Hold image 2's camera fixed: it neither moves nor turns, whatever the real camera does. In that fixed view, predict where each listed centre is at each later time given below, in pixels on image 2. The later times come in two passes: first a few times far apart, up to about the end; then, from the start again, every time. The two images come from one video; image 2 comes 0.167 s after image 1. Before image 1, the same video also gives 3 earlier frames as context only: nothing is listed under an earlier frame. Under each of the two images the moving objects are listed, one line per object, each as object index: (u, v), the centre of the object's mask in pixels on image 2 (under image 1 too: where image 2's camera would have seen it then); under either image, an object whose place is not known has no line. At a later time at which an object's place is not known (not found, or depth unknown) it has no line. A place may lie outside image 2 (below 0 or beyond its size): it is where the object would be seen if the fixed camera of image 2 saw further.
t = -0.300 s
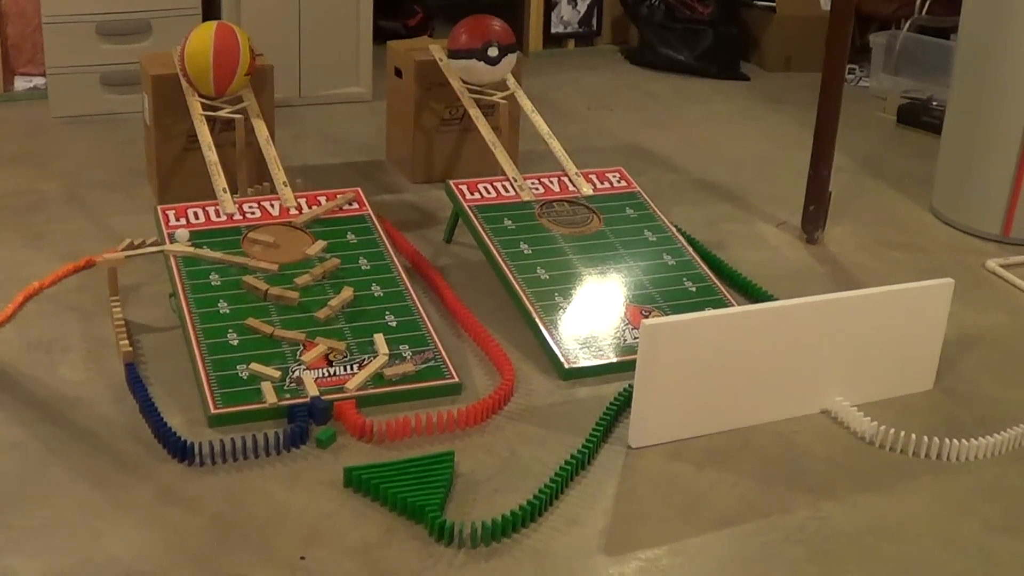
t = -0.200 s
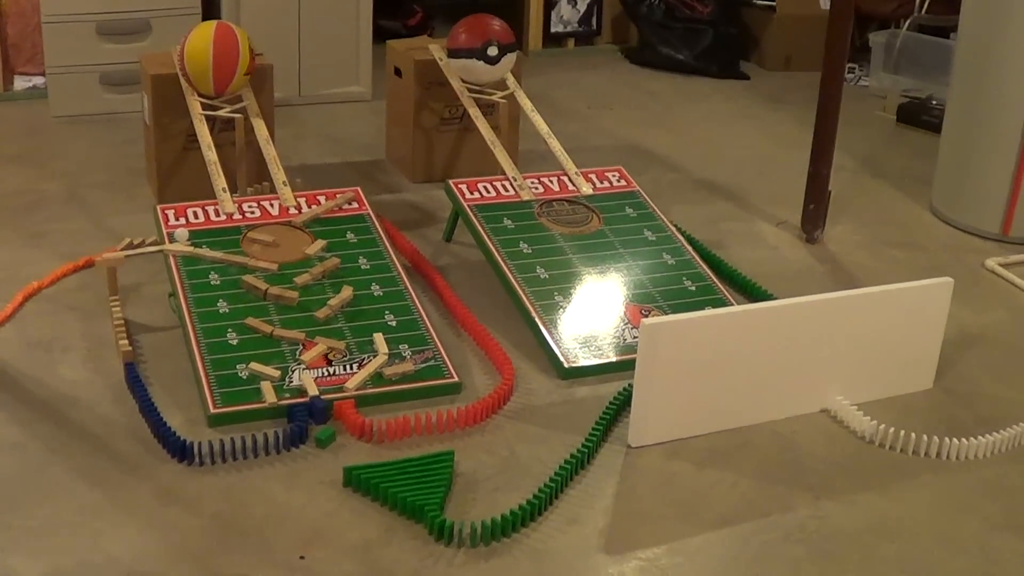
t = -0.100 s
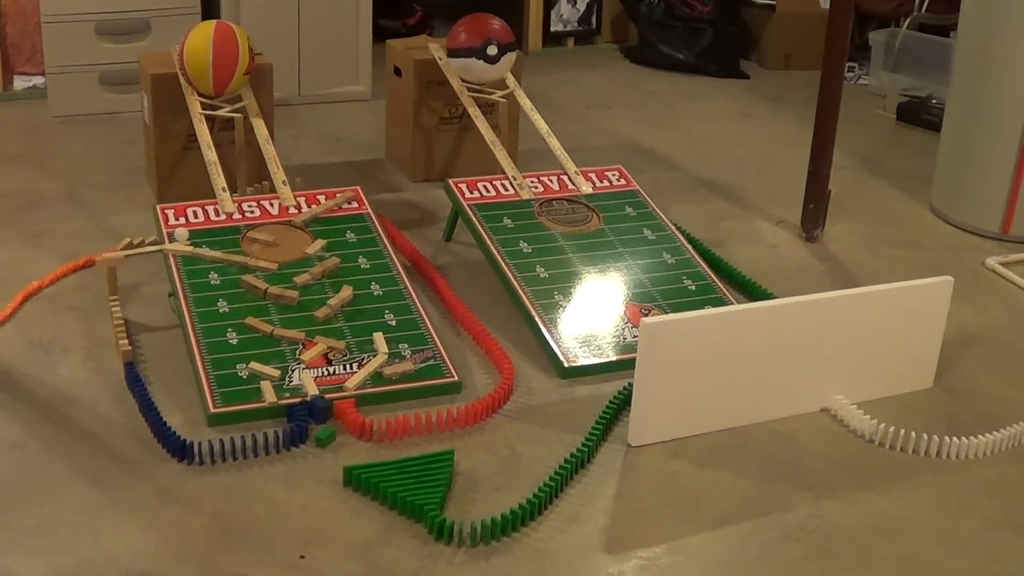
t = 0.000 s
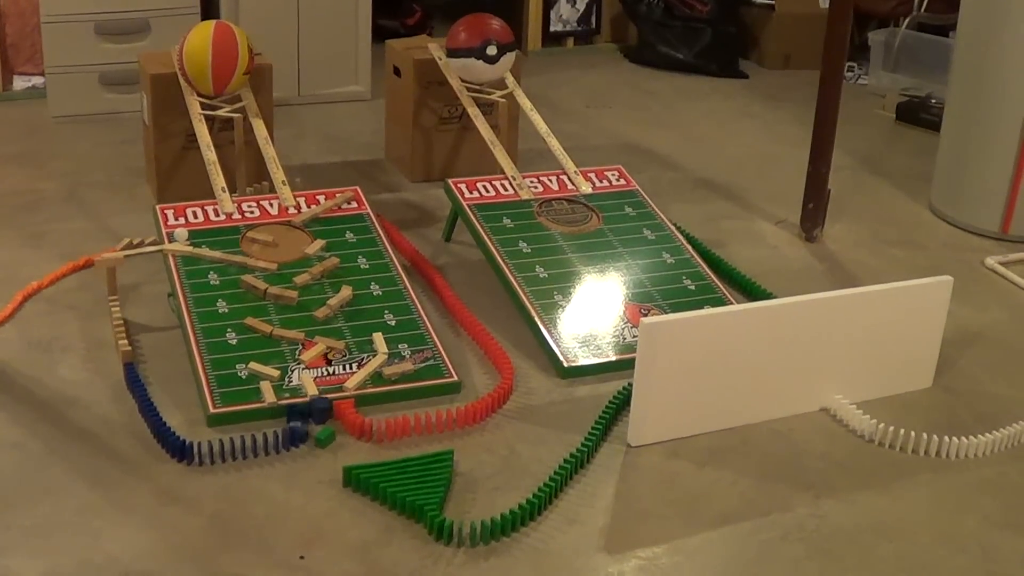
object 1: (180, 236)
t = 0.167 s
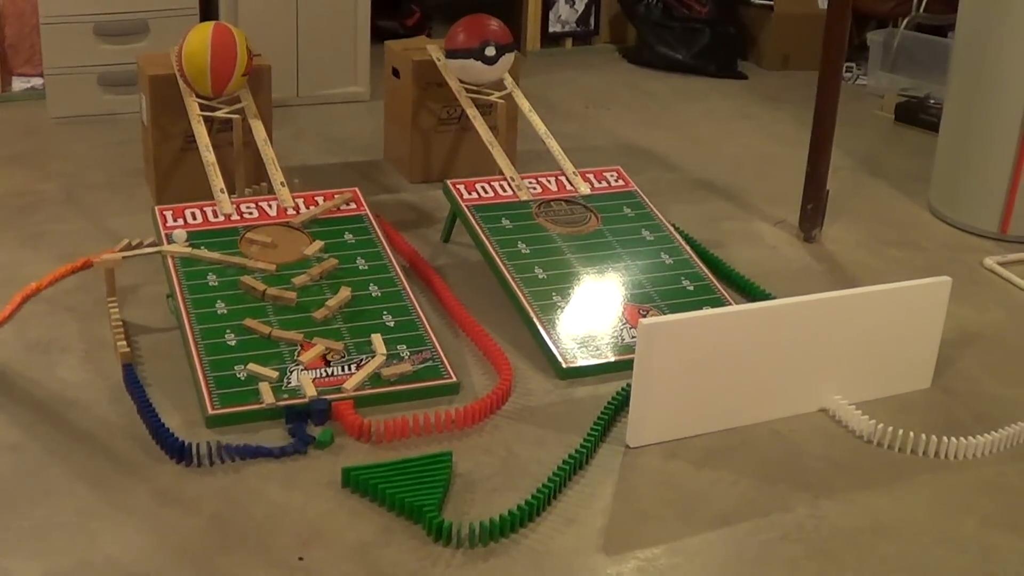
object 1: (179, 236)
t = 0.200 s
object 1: (180, 236)
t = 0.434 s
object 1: (180, 236)
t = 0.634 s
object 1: (180, 236)
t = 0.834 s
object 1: (179, 236)
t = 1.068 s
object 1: (180, 236)
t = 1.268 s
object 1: (177, 231)
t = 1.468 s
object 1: (174, 234)
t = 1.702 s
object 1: (178, 240)
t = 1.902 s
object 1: (187, 241)
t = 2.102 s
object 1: (201, 244)
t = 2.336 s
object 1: (226, 248)
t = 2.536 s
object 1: (253, 253)
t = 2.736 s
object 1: (285, 261)
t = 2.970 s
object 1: (314, 260)
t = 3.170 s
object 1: (317, 259)
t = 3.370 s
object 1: (314, 261)
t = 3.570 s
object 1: (306, 265)
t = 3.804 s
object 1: (292, 271)
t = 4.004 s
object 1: (277, 281)
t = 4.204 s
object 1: (271, 283)
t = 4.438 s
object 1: (278, 285)
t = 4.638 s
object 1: (290, 287)
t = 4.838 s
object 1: (311, 296)
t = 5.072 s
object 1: (317, 301)
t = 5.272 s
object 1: (307, 309)
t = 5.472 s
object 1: (296, 322)
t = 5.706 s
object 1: (306, 327)
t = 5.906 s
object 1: (322, 331)
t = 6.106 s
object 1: (344, 336)
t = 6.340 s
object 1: (368, 351)
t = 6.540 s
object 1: (354, 364)
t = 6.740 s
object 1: (336, 380)
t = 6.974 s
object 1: (325, 390)
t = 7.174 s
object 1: (333, 393)
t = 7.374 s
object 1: (338, 405)
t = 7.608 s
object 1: (339, 409)
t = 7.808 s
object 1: (339, 409)
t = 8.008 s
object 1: (338, 409)
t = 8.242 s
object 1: (339, 409)
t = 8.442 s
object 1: (339, 409)
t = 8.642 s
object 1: (339, 409)
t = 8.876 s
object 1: (339, 409)
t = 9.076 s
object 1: (339, 409)
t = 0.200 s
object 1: (180, 236)
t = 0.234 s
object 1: (179, 236)
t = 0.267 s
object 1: (179, 236)
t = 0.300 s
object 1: (179, 236)
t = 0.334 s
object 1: (179, 236)
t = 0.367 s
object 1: (180, 236)
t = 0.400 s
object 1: (180, 236)
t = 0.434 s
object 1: (180, 236)
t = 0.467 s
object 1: (180, 236)
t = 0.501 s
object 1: (179, 236)
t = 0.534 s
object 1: (180, 236)
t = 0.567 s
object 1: (180, 236)
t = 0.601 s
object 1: (180, 236)
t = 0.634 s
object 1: (180, 236)
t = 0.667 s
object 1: (180, 236)
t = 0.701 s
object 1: (179, 236)
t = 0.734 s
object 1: (179, 236)
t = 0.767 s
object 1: (180, 236)
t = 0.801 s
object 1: (180, 236)
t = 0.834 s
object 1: (179, 236)
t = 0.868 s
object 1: (180, 236)
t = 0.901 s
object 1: (180, 236)
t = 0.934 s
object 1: (180, 236)
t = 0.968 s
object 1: (180, 236)
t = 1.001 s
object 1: (180, 236)
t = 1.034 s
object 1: (180, 236)
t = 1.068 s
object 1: (180, 236)
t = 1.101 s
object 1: (180, 236)
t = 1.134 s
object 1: (180, 235)
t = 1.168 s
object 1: (179, 234)
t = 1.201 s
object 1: (178, 233)
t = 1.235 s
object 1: (177, 232)
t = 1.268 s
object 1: (177, 231)
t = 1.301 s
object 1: (176, 232)
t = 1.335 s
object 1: (175, 232)
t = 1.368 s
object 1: (175, 232)
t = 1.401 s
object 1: (175, 232)
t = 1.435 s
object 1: (174, 233)
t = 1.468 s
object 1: (174, 234)
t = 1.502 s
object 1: (174, 235)
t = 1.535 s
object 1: (174, 237)
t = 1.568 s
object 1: (174, 238)
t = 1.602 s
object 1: (175, 239)
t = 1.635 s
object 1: (176, 239)
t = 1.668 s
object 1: (176, 239)
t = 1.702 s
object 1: (178, 240)
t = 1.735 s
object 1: (179, 240)
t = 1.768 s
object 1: (180, 240)
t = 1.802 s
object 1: (182, 241)
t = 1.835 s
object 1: (183, 241)
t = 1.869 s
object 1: (185, 241)
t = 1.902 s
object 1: (187, 241)
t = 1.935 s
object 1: (189, 242)
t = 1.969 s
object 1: (191, 242)
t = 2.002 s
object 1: (193, 242)
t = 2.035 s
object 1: (196, 243)
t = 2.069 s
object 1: (198, 243)
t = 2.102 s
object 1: (201, 244)
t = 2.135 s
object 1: (204, 244)
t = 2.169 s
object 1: (207, 245)
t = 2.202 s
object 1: (211, 246)
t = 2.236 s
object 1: (214, 247)
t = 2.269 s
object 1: (218, 247)
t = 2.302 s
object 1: (222, 248)
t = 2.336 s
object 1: (226, 248)
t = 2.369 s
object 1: (230, 249)
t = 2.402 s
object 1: (235, 250)
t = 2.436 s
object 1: (239, 251)
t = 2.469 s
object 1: (244, 252)
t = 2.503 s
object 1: (248, 252)
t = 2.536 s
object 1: (253, 253)
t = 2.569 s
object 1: (258, 255)
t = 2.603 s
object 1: (263, 255)
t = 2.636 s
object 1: (268, 257)
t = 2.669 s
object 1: (274, 258)
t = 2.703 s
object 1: (280, 259)
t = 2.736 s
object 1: (285, 261)
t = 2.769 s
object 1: (291, 263)
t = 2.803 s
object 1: (297, 264)
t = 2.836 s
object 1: (303, 266)
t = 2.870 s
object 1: (307, 264)
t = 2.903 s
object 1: (309, 263)
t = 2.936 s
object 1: (312, 262)
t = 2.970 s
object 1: (314, 260)
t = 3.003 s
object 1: (315, 260)
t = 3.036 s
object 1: (315, 259)
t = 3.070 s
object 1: (316, 259)
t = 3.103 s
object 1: (317, 259)
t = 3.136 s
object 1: (317, 259)
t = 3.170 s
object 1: (317, 259)
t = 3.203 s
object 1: (317, 259)
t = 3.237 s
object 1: (317, 259)
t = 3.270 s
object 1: (316, 259)
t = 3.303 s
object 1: (316, 260)
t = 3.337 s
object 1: (315, 260)
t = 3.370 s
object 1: (314, 261)
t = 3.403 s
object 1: (313, 262)
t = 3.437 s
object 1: (311, 263)
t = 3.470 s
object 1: (310, 264)
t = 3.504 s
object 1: (309, 264)
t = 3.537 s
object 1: (307, 265)
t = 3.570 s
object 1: (306, 265)
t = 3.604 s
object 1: (304, 266)
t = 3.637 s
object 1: (303, 267)
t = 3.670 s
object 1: (300, 268)
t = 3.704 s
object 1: (299, 269)
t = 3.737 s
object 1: (296, 270)
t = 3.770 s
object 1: (294, 270)
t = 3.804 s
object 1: (292, 271)
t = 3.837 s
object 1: (289, 273)
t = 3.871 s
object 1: (287, 274)
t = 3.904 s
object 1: (284, 276)
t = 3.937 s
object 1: (282, 277)
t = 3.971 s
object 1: (279, 279)
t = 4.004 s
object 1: (277, 281)
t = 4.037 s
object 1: (275, 282)
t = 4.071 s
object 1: (273, 283)
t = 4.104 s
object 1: (272, 282)
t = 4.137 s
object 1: (271, 282)
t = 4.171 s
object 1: (271, 282)
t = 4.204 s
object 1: (271, 283)
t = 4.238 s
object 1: (271, 283)
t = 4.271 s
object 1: (272, 283)
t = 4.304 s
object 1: (273, 283)
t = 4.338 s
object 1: (274, 284)
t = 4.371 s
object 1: (275, 284)
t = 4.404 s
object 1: (276, 284)
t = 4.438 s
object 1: (278, 285)
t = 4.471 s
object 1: (279, 285)
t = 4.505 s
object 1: (281, 285)
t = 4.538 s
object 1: (283, 285)
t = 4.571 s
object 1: (285, 286)
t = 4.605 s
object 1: (287, 287)
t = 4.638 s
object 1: (290, 287)
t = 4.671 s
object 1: (293, 288)
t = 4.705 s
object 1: (296, 290)
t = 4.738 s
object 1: (300, 292)
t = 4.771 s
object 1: (303, 293)
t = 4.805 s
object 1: (307, 294)
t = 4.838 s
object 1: (311, 296)
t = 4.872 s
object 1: (315, 298)
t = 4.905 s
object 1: (319, 300)
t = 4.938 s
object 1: (318, 298)
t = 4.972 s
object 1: (317, 299)
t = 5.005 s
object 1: (317, 299)
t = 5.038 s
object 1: (317, 300)
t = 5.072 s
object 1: (317, 301)
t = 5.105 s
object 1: (317, 302)
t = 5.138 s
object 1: (315, 303)
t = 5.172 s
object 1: (314, 304)
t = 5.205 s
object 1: (311, 305)
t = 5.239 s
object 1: (309, 307)
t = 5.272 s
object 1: (307, 309)
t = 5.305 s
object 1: (305, 310)
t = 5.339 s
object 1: (303, 312)
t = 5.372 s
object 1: (301, 314)
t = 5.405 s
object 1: (299, 316)
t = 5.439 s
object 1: (298, 319)
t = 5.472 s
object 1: (296, 322)
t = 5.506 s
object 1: (296, 325)
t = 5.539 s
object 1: (297, 324)
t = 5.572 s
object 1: (298, 324)
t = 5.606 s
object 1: (299, 325)
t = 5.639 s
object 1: (301, 326)
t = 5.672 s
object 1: (303, 326)
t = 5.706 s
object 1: (306, 327)
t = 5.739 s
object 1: (308, 327)
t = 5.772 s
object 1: (311, 328)
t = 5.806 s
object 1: (314, 329)
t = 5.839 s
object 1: (317, 330)
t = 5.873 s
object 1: (319, 330)
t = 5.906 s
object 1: (322, 331)
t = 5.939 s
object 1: (325, 332)
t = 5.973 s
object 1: (328, 332)
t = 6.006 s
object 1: (332, 333)
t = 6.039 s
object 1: (335, 334)
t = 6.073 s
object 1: (339, 335)
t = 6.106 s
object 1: (344, 336)
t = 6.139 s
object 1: (348, 338)
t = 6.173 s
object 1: (353, 339)
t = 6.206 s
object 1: (358, 341)
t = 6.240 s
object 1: (363, 344)
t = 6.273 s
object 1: (368, 346)
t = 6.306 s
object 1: (368, 349)
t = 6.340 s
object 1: (368, 351)
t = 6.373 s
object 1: (366, 353)
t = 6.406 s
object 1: (364, 355)
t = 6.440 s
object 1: (362, 357)
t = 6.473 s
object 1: (359, 360)
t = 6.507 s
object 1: (357, 362)
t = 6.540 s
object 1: (354, 364)
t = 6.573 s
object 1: (351, 366)
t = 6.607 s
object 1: (349, 369)
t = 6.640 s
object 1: (347, 370)
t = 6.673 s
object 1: (343, 373)
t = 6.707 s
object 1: (339, 377)
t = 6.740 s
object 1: (336, 380)
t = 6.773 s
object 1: (333, 383)
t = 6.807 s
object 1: (329, 386)
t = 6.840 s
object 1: (327, 389)
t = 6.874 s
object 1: (325, 389)
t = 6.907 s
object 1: (325, 389)
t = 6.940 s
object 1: (325, 389)
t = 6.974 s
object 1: (325, 390)
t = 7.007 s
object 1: (326, 391)
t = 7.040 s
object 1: (327, 391)
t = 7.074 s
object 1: (328, 392)
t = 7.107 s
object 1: (330, 392)
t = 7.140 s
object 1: (331, 393)
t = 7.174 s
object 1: (333, 393)
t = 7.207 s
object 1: (336, 394)
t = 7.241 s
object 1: (338, 395)
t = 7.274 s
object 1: (339, 396)
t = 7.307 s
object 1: (339, 399)
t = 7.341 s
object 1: (338, 402)
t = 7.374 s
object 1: (338, 405)
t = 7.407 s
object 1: (339, 407)
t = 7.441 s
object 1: (339, 409)
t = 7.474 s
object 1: (339, 409)
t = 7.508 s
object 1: (339, 409)
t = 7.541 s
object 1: (339, 409)
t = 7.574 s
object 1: (340, 409)
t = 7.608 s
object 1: (339, 409)
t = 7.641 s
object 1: (339, 409)
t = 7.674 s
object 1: (339, 409)
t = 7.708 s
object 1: (339, 409)
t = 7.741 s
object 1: (339, 409)
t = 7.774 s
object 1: (339, 409)
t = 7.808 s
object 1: (339, 409)
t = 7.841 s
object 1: (339, 409)
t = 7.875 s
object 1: (339, 409)
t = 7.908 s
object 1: (339, 409)
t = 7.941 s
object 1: (339, 409)
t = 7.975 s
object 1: (338, 409)
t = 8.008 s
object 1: (338, 409)
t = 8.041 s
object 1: (338, 409)
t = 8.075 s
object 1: (339, 409)
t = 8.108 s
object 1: (339, 409)
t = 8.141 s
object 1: (339, 409)
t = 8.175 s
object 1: (338, 409)
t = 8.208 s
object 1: (339, 409)
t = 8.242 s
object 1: (339, 409)
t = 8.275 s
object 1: (338, 409)
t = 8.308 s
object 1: (338, 409)
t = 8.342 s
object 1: (338, 409)
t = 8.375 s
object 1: (339, 409)
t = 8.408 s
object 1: (338, 409)
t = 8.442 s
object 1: (339, 409)
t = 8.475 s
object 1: (338, 409)
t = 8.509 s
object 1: (339, 409)
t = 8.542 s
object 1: (339, 409)
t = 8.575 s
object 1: (339, 409)
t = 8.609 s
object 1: (339, 409)
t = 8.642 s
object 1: (339, 409)
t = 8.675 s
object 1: (339, 409)
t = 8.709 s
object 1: (339, 409)
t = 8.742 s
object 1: (339, 409)
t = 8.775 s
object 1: (339, 409)
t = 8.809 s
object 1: (339, 409)
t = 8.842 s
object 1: (339, 409)
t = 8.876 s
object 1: (339, 409)
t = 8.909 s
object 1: (339, 409)
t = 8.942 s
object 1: (339, 409)
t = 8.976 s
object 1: (339, 409)
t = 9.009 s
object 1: (339, 409)
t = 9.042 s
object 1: (339, 409)
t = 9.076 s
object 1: (339, 409)
